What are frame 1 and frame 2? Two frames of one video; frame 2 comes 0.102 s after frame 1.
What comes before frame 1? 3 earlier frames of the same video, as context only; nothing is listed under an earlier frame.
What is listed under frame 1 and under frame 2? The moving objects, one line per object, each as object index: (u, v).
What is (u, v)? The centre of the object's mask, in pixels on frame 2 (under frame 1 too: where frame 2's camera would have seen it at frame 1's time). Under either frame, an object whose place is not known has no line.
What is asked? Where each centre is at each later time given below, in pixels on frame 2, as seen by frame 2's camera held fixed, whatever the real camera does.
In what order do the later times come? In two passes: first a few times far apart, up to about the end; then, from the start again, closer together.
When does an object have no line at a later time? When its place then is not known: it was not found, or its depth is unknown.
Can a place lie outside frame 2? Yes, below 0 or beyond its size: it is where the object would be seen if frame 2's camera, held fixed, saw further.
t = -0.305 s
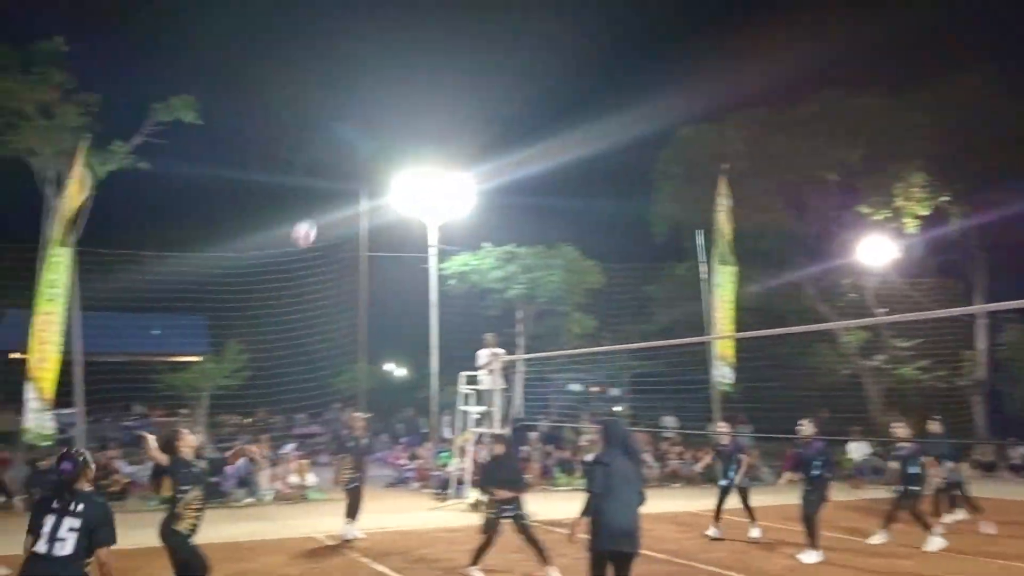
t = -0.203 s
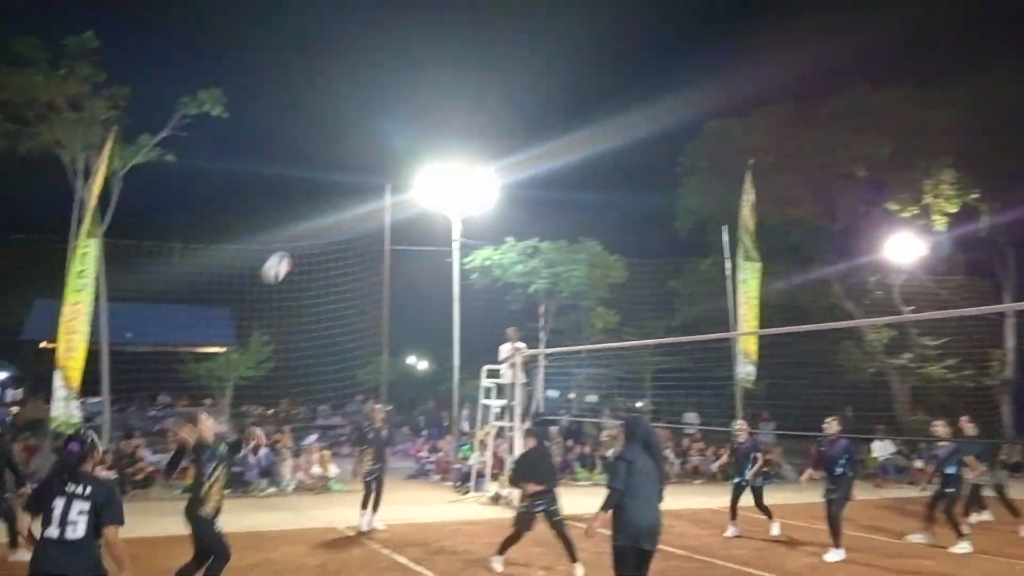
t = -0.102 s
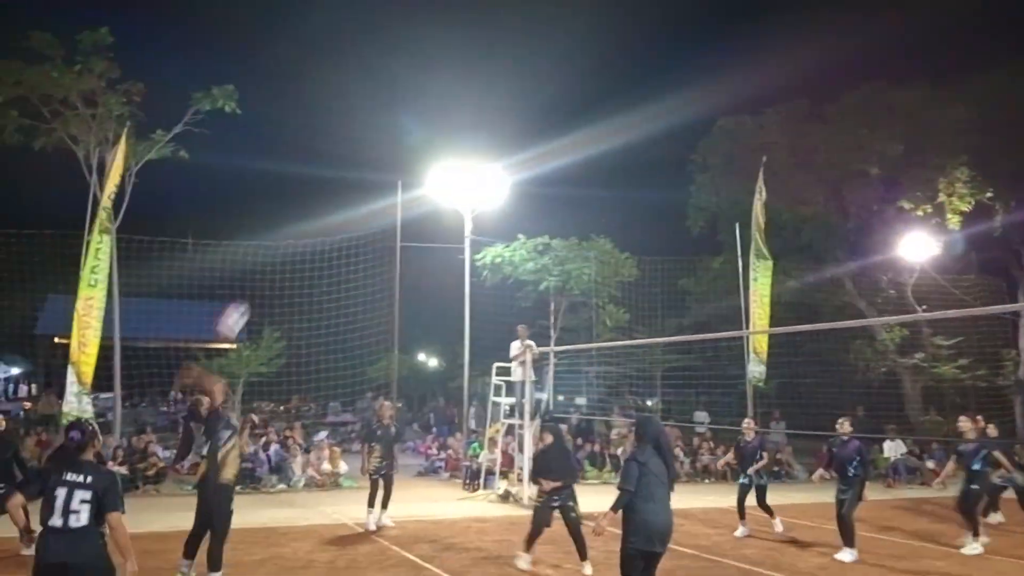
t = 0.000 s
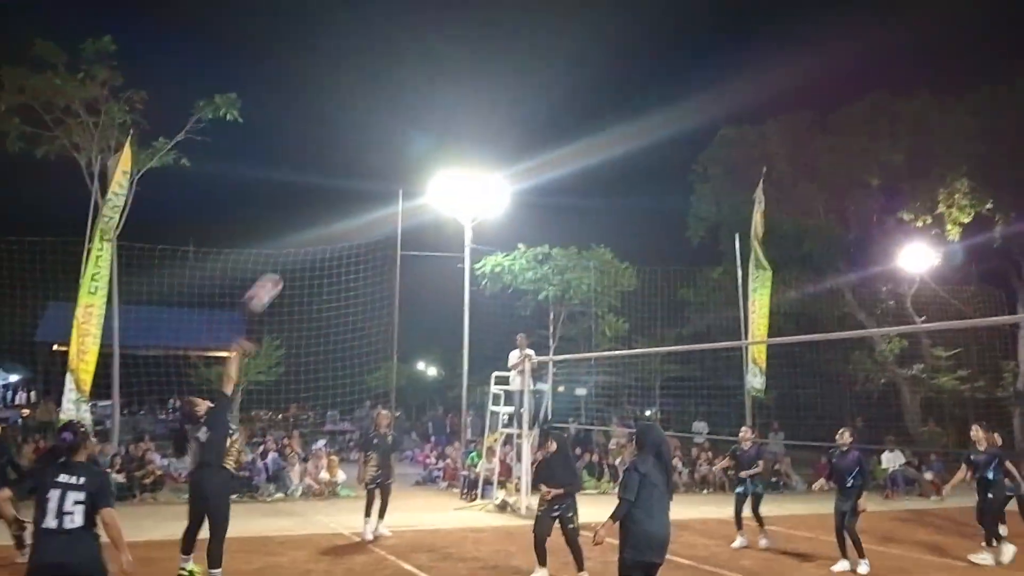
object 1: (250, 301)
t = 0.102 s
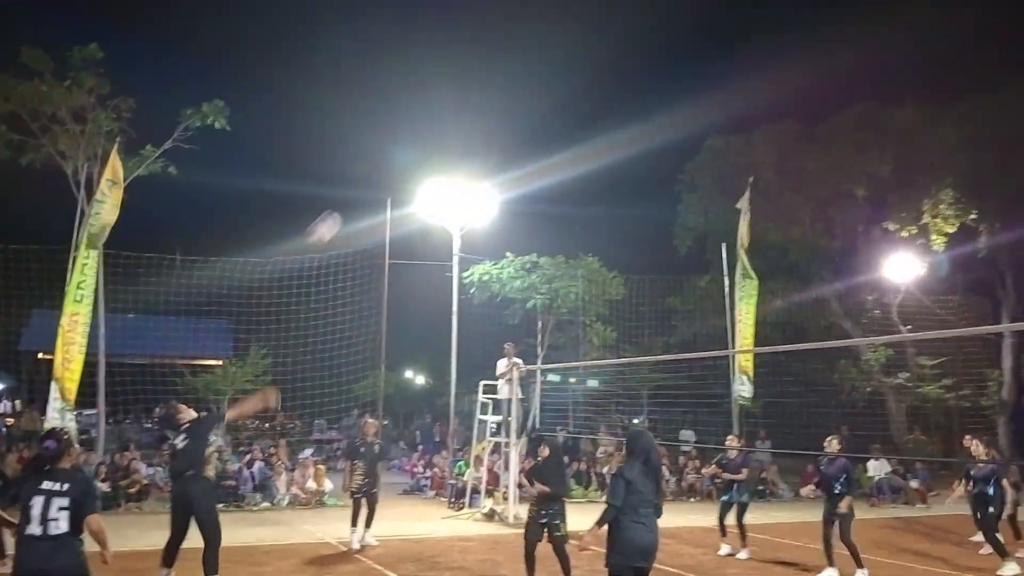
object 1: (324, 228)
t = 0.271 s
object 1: (435, 148)
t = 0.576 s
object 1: (586, 93)
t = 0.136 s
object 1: (348, 208)
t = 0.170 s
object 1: (371, 191)
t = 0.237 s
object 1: (416, 160)
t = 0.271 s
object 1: (435, 148)
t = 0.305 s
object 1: (453, 137)
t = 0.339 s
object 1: (470, 127)
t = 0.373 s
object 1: (488, 119)
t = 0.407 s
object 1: (506, 113)
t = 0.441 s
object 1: (522, 107)
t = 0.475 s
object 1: (538, 101)
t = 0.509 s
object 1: (555, 97)
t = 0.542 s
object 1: (571, 95)
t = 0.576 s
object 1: (586, 93)
